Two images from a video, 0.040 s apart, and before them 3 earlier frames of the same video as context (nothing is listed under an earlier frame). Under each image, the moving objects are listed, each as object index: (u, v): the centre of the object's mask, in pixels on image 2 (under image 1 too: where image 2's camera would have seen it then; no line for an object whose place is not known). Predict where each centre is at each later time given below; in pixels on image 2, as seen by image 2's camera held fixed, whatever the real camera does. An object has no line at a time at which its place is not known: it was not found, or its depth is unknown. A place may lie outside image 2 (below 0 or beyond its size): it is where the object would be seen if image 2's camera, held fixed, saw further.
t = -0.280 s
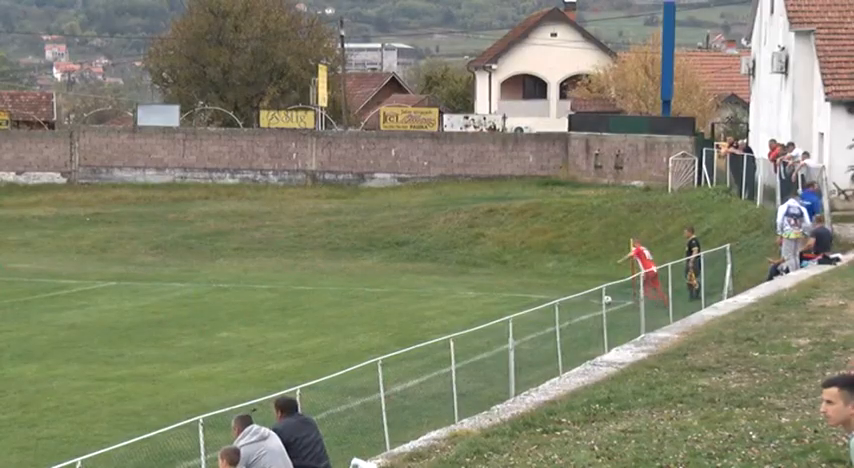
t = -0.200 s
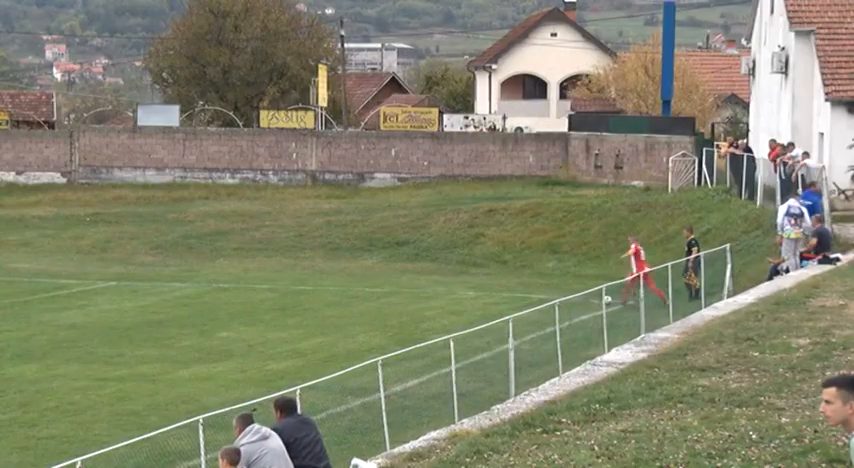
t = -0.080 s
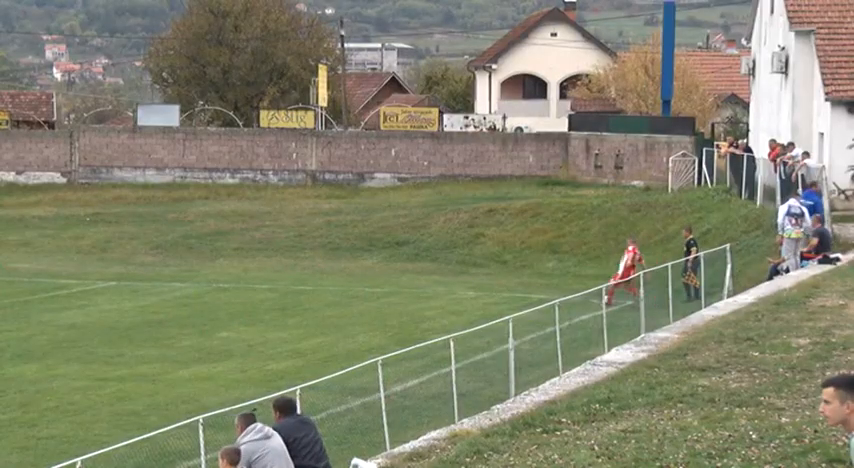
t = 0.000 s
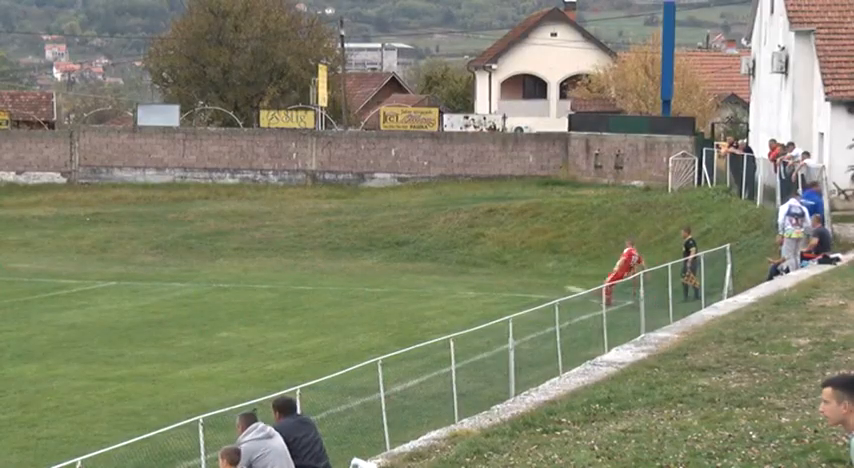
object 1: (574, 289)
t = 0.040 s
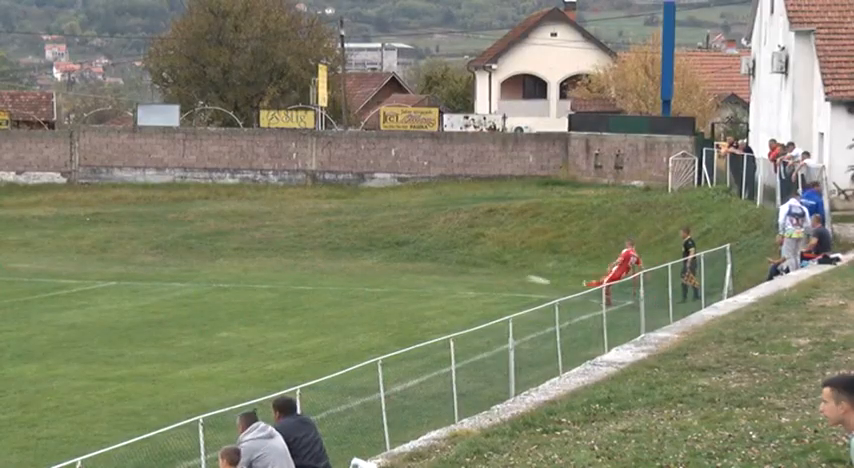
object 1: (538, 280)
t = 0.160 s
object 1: (426, 254)
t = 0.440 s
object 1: (183, 223)
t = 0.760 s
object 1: (-81, 235)
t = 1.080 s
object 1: (-343, 297)
